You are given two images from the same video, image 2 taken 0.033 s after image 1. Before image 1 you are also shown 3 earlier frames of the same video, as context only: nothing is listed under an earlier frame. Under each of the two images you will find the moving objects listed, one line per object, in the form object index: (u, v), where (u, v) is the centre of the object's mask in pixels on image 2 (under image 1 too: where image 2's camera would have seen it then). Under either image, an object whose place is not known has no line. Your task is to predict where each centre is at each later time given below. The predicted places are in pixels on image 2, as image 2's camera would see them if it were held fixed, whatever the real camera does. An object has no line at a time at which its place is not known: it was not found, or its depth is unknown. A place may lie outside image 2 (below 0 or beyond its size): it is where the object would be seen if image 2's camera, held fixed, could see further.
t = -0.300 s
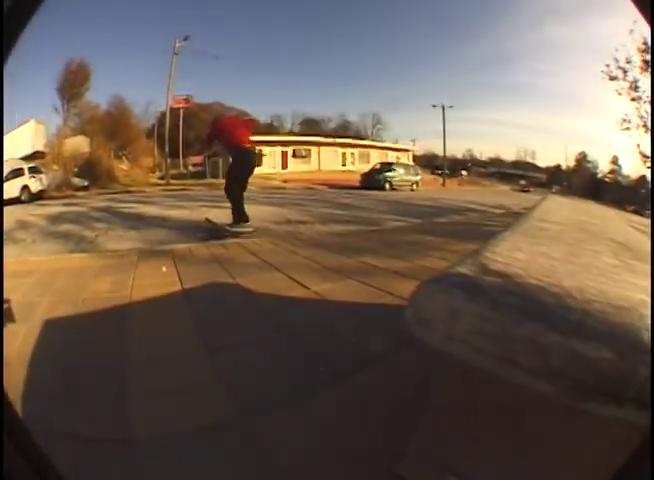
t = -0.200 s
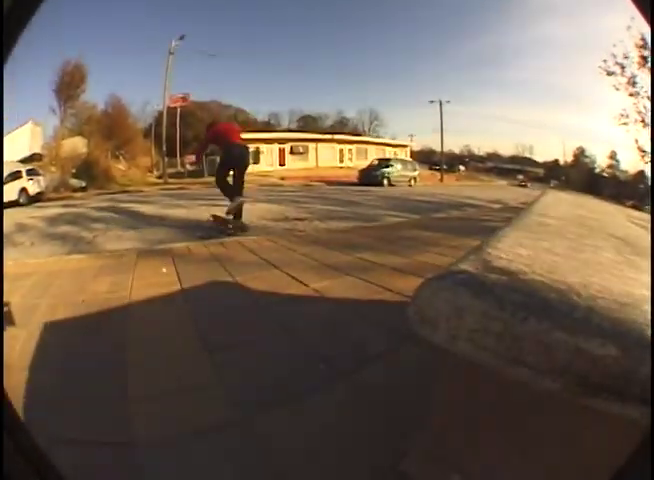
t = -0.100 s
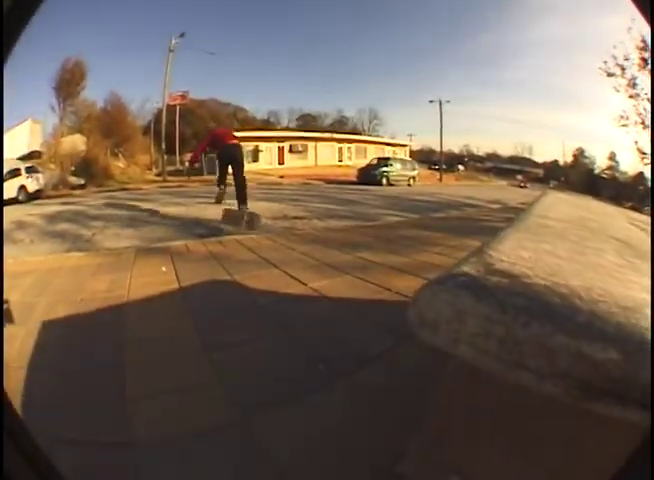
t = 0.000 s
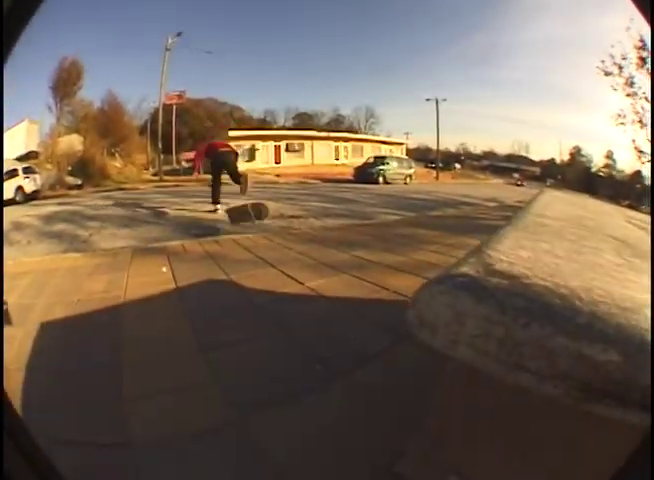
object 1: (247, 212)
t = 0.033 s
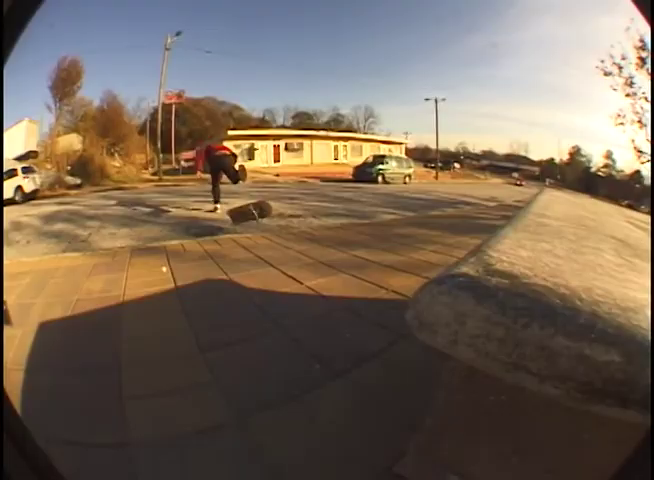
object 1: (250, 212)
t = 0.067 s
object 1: (254, 213)
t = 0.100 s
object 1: (257, 215)
